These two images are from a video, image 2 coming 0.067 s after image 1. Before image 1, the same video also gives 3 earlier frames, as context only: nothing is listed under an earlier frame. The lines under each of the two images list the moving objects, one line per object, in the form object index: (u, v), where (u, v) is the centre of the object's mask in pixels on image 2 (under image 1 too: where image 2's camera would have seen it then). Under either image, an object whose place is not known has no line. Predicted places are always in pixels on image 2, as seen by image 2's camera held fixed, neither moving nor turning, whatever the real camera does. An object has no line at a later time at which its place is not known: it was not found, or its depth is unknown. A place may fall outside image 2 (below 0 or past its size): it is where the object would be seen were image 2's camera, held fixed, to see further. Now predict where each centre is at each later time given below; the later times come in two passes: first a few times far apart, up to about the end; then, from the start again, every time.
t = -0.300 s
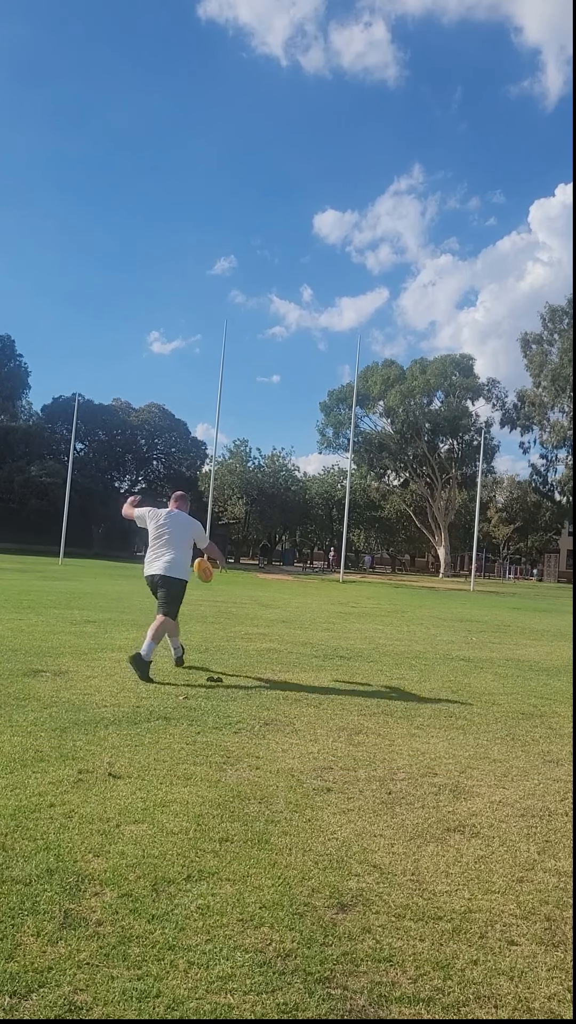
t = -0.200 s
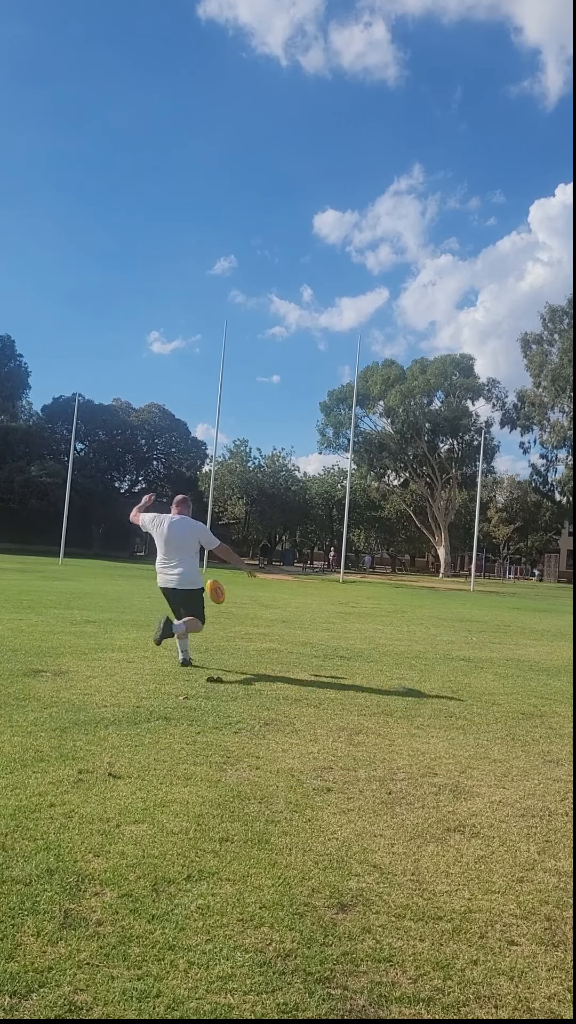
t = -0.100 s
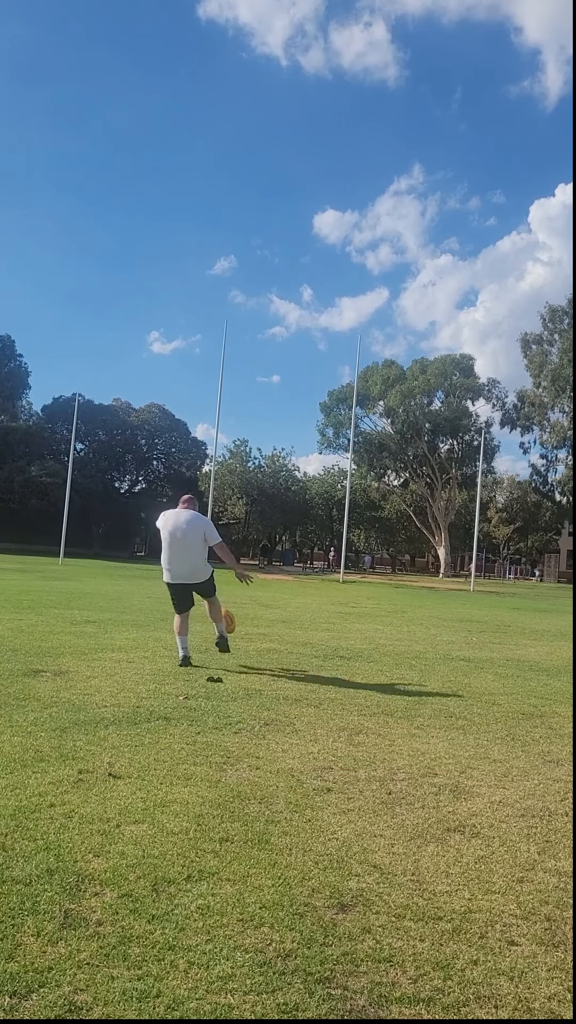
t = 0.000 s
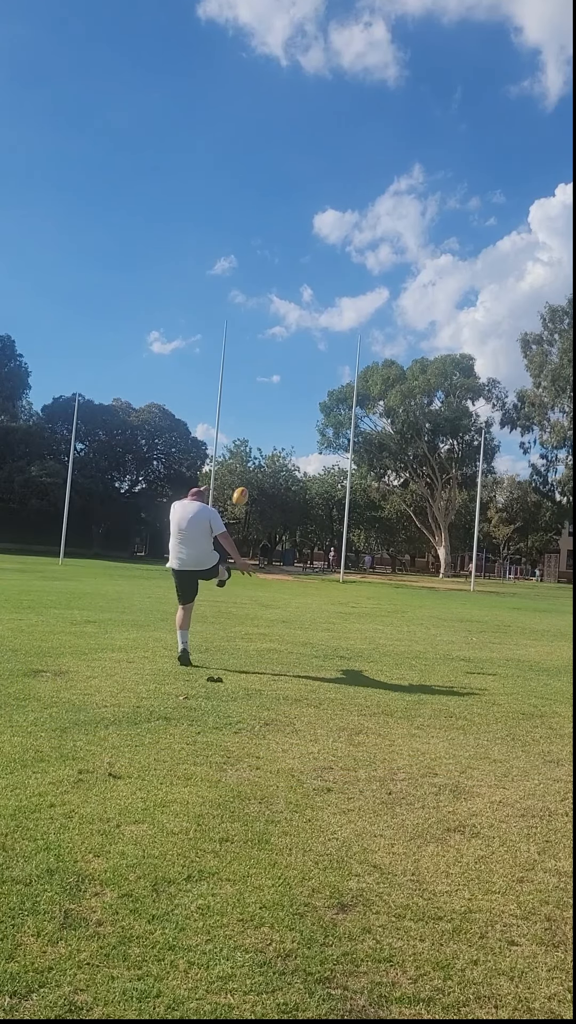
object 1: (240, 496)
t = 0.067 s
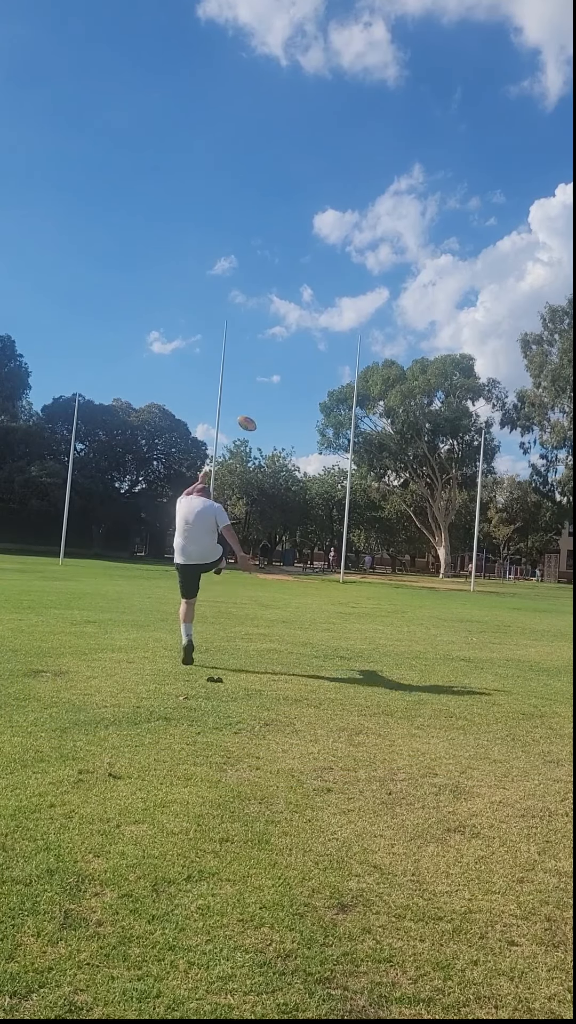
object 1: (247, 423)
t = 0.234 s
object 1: (255, 297)
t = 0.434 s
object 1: (261, 210)
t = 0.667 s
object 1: (263, 157)
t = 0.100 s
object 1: (249, 392)
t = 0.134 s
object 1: (251, 365)
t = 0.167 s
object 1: (252, 340)
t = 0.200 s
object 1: (254, 318)
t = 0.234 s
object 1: (255, 297)
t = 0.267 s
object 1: (257, 279)
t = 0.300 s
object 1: (258, 263)
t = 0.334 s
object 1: (259, 247)
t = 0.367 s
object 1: (259, 234)
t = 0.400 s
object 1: (260, 221)
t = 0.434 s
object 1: (261, 210)
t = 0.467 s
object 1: (261, 200)
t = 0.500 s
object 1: (261, 191)
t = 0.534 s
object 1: (262, 183)
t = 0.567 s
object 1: (262, 175)
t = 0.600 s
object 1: (263, 168)
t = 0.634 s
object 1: (263, 162)
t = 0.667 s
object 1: (263, 157)
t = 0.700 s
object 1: (263, 152)
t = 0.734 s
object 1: (264, 149)
